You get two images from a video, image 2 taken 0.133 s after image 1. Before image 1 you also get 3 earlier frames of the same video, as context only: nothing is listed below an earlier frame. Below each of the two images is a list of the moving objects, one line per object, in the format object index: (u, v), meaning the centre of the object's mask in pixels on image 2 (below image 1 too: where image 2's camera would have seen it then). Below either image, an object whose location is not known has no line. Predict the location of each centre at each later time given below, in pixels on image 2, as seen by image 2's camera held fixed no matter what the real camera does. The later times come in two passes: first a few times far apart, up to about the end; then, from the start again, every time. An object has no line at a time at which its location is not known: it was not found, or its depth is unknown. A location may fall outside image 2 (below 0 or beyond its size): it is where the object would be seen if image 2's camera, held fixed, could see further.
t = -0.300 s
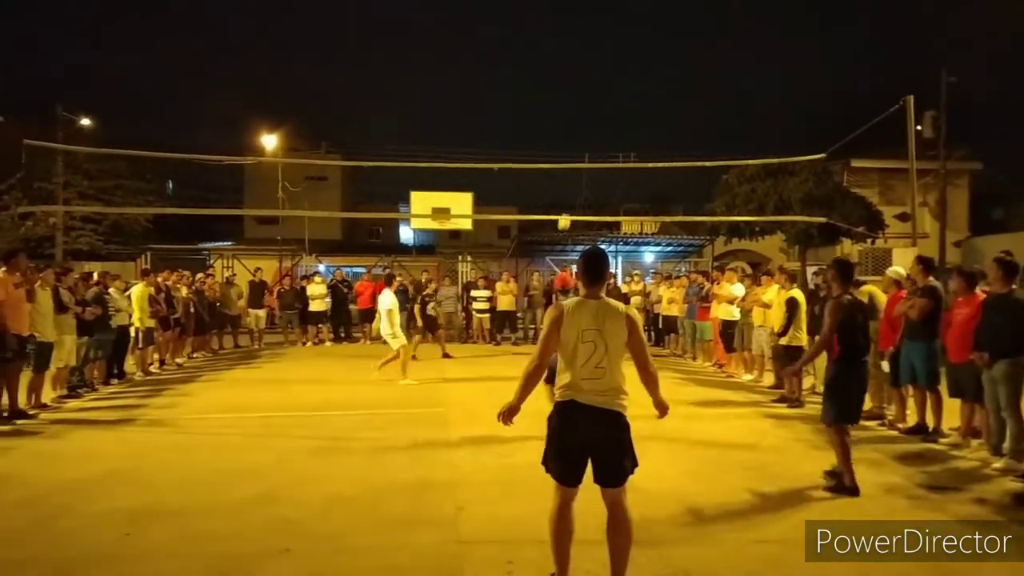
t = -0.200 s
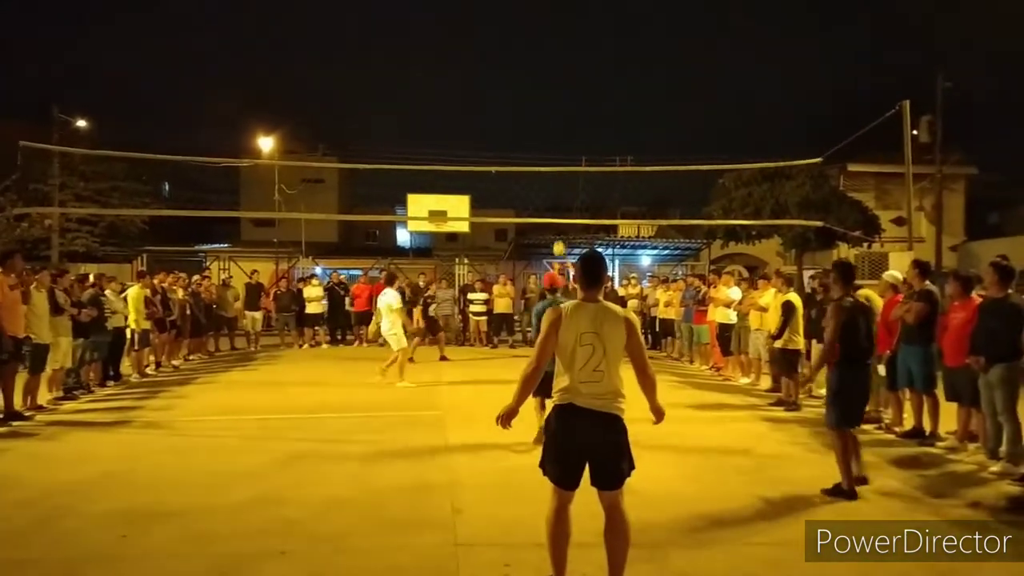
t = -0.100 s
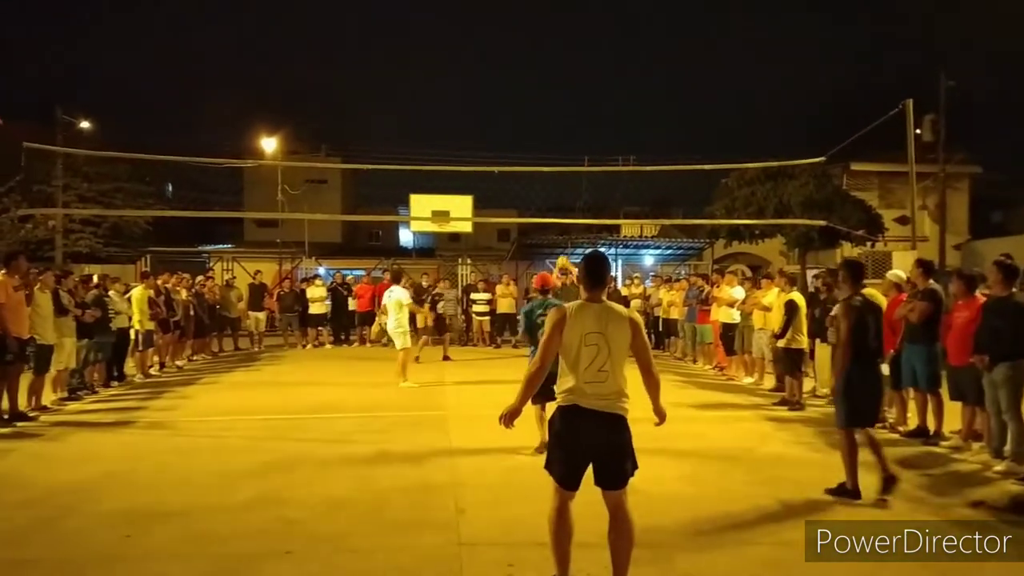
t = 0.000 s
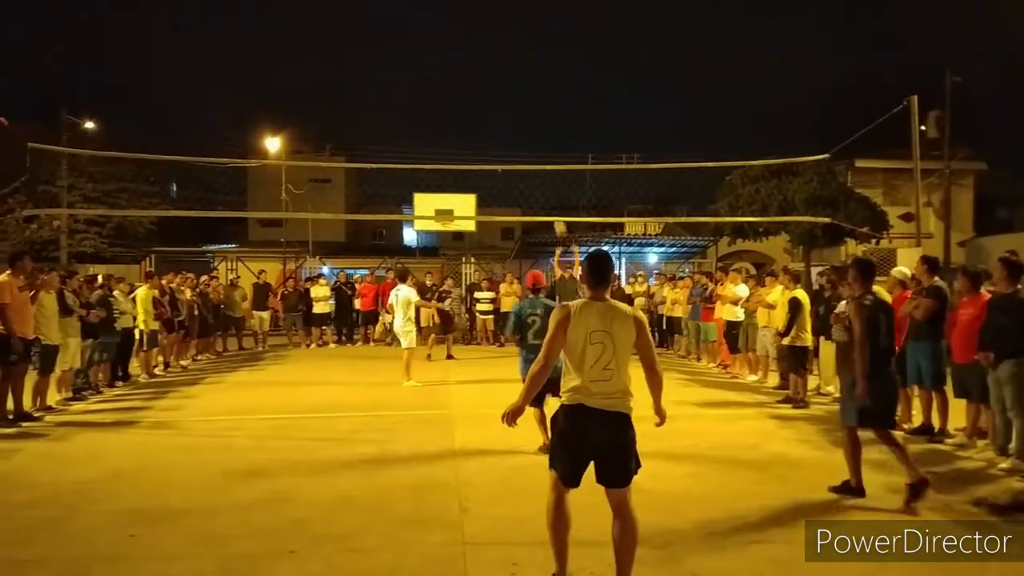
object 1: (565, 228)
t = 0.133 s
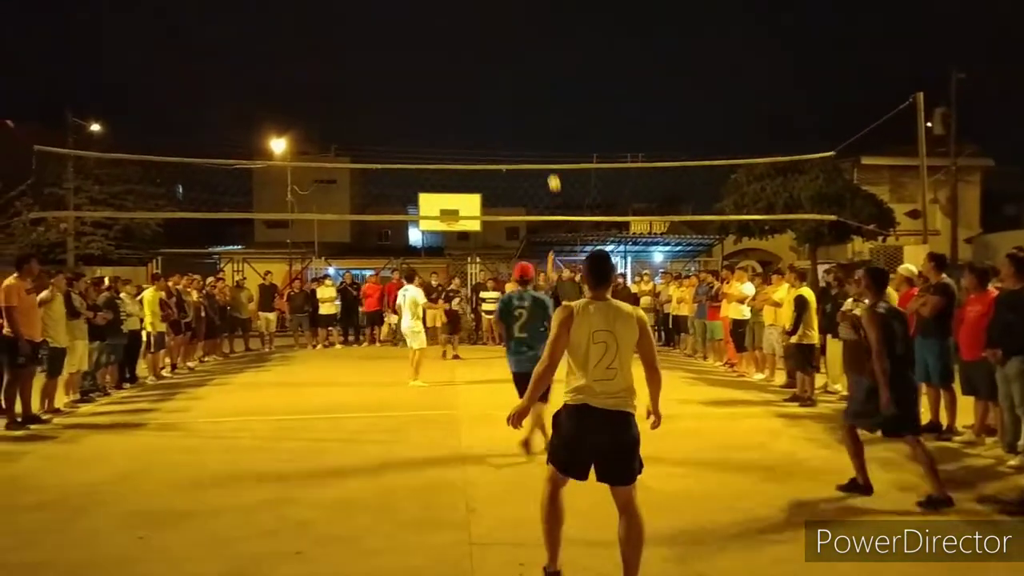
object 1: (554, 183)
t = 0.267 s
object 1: (542, 147)
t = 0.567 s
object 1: (514, 96)
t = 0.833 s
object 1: (488, 90)
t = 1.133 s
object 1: (455, 136)
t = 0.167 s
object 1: (551, 175)
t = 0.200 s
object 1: (547, 163)
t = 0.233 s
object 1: (544, 155)
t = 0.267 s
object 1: (542, 147)
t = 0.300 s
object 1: (539, 139)
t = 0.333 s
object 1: (536, 132)
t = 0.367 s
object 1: (532, 125)
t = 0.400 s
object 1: (529, 119)
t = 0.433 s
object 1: (526, 113)
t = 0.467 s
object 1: (523, 108)
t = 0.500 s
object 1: (520, 104)
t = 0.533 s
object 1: (517, 99)
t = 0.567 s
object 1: (514, 96)
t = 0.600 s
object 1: (511, 93)
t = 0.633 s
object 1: (507, 91)
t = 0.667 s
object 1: (504, 89)
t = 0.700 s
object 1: (501, 88)
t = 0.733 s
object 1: (497, 88)
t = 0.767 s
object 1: (494, 88)
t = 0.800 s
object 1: (491, 89)
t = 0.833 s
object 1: (488, 90)
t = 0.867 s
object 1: (485, 92)
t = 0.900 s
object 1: (480, 95)
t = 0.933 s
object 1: (476, 99)
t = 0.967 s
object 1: (472, 103)
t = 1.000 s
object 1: (470, 108)
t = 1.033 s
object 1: (468, 114)
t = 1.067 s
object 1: (463, 121)
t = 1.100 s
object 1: (459, 128)
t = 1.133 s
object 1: (455, 136)
